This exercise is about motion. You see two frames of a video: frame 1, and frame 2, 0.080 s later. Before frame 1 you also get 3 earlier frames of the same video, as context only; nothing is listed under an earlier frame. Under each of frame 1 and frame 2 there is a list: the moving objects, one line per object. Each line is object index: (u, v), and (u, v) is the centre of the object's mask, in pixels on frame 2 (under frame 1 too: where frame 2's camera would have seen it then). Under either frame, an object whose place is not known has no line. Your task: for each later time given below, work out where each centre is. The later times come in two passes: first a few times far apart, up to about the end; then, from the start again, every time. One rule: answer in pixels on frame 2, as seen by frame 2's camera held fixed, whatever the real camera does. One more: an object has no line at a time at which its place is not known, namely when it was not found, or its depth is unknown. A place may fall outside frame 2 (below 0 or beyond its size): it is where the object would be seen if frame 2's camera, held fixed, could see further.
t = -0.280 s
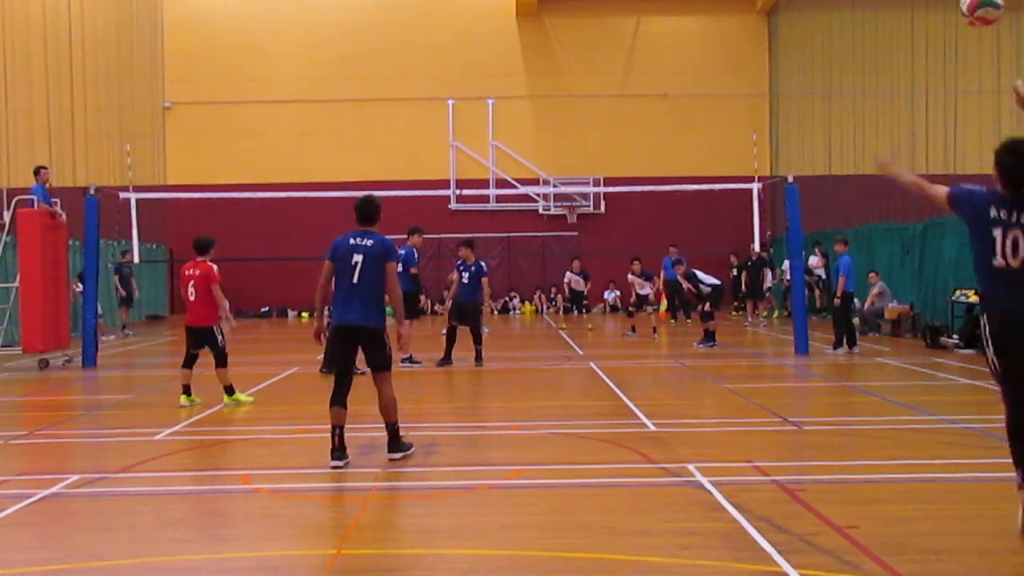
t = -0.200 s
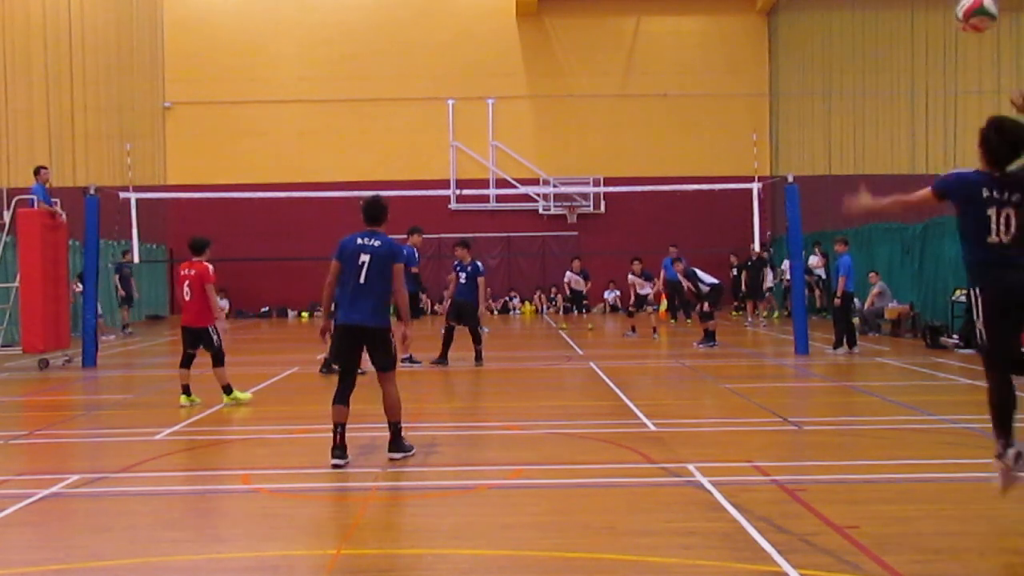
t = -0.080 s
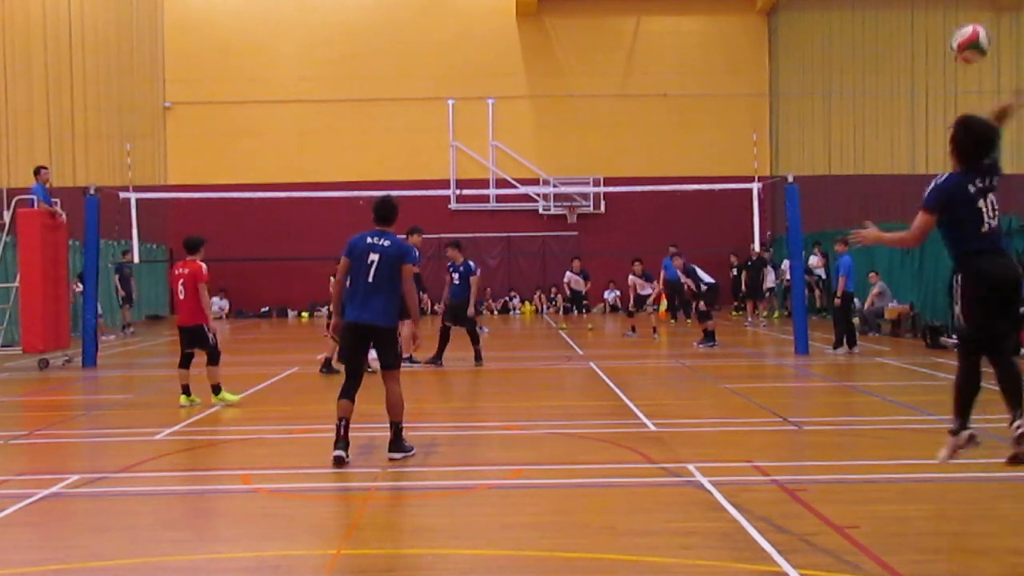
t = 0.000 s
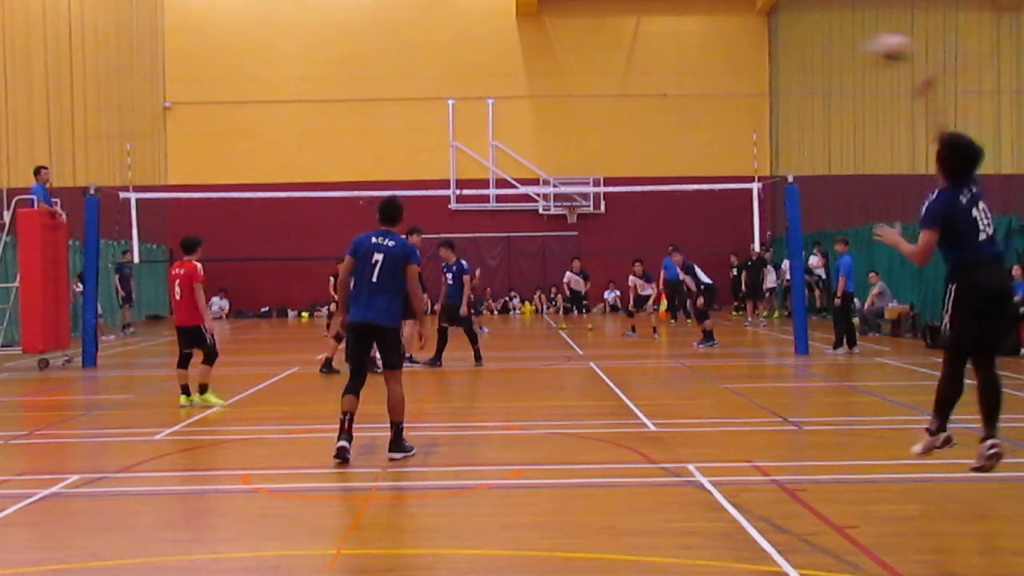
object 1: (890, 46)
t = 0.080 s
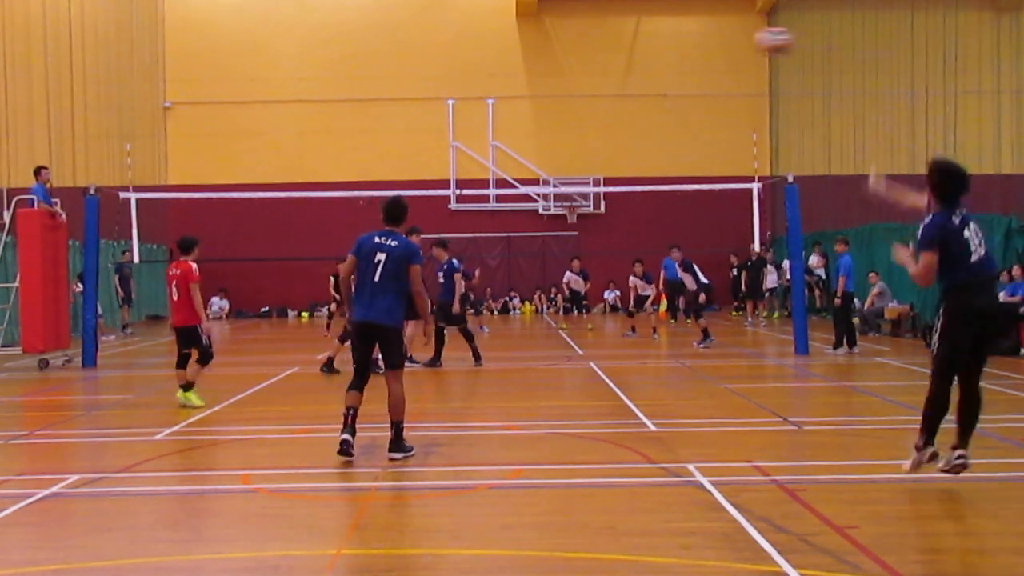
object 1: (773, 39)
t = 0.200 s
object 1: (657, 46)
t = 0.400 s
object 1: (543, 74)
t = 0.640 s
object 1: (472, 133)
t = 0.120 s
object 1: (729, 40)
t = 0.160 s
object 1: (690, 42)
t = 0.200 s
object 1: (657, 46)
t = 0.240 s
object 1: (628, 51)
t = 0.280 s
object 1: (604, 56)
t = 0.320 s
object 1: (581, 61)
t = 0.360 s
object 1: (560, 67)
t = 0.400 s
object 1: (543, 74)
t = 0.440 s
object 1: (528, 83)
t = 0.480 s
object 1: (515, 92)
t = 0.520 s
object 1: (502, 100)
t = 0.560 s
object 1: (491, 109)
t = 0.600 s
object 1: (481, 122)
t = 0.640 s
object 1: (472, 133)
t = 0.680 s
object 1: (464, 145)
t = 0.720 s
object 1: (455, 156)
